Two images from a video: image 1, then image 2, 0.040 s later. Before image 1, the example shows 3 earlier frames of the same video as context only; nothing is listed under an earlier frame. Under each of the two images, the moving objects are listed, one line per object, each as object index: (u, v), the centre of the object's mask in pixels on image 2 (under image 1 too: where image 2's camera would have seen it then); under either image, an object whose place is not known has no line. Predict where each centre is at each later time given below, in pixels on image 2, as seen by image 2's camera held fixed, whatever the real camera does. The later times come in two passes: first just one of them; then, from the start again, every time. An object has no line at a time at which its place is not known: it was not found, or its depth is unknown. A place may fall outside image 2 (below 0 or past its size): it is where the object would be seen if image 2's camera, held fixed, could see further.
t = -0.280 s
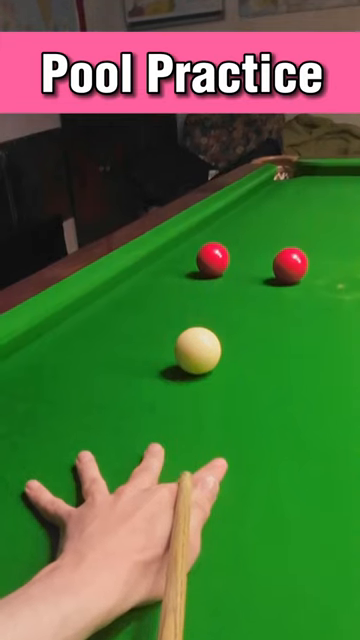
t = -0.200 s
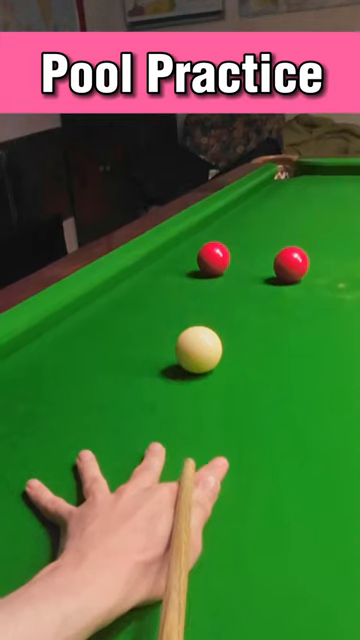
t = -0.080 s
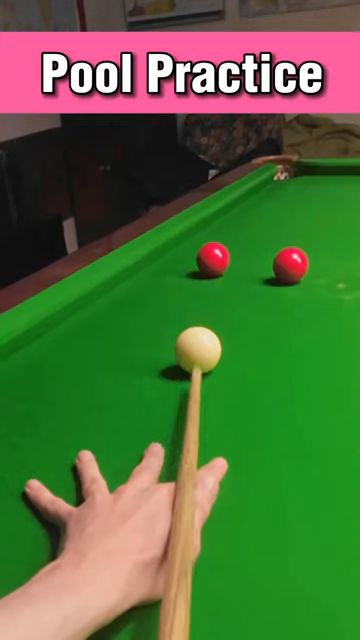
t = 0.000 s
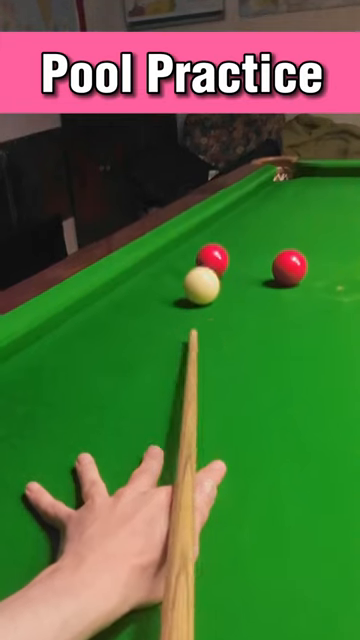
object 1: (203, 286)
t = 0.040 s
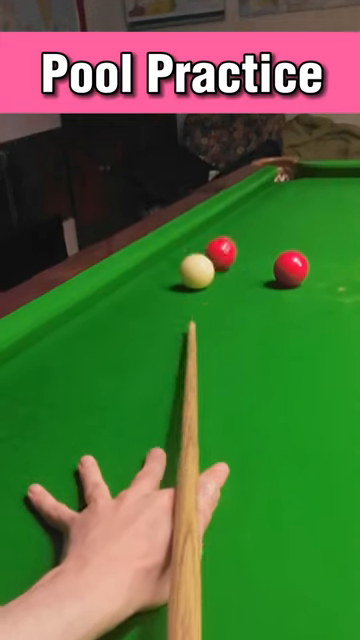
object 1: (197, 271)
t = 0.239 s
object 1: (151, 271)
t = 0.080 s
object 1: (182, 270)
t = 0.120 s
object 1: (169, 270)
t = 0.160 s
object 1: (159, 270)
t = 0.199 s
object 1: (148, 270)
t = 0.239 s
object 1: (151, 271)
